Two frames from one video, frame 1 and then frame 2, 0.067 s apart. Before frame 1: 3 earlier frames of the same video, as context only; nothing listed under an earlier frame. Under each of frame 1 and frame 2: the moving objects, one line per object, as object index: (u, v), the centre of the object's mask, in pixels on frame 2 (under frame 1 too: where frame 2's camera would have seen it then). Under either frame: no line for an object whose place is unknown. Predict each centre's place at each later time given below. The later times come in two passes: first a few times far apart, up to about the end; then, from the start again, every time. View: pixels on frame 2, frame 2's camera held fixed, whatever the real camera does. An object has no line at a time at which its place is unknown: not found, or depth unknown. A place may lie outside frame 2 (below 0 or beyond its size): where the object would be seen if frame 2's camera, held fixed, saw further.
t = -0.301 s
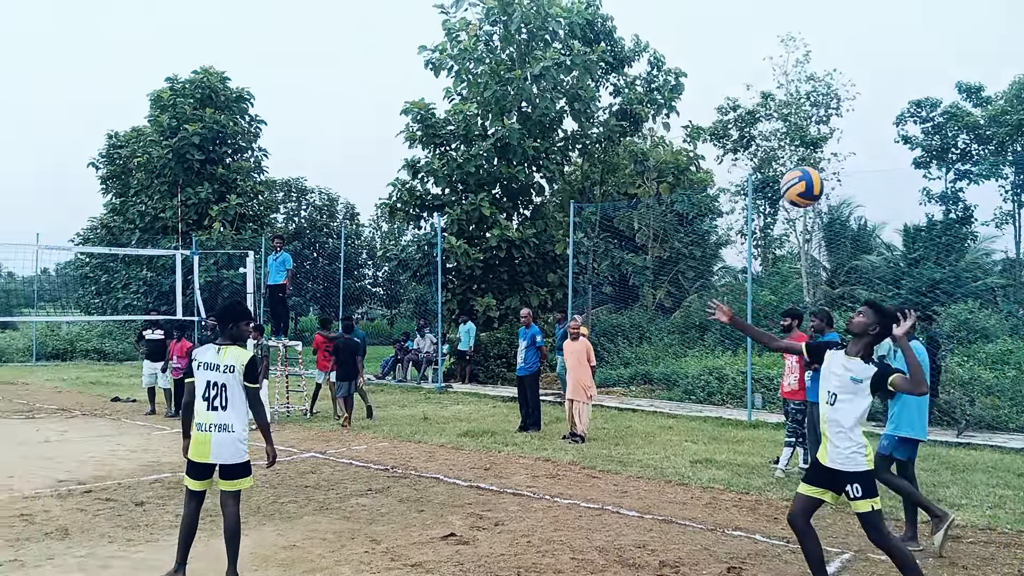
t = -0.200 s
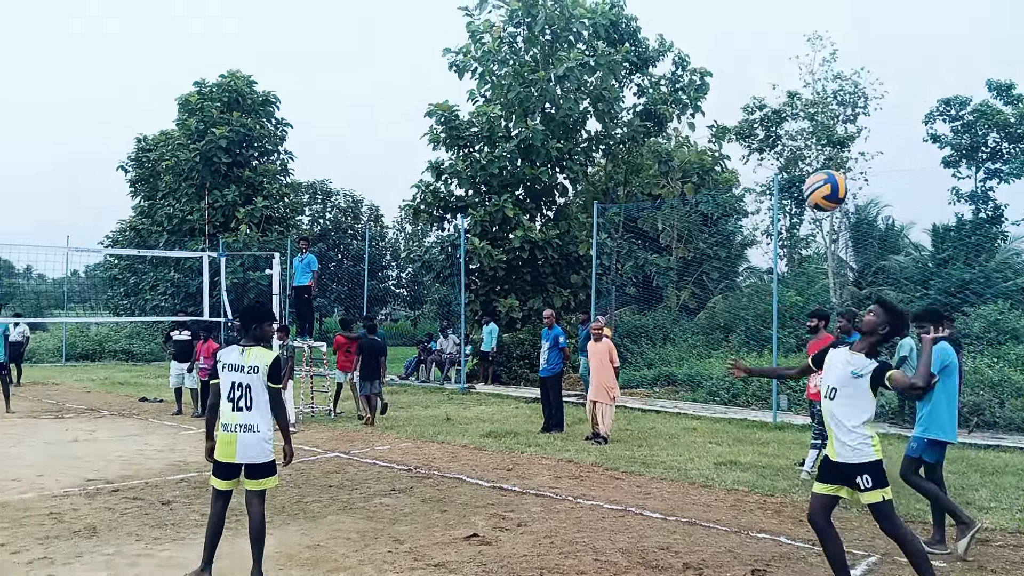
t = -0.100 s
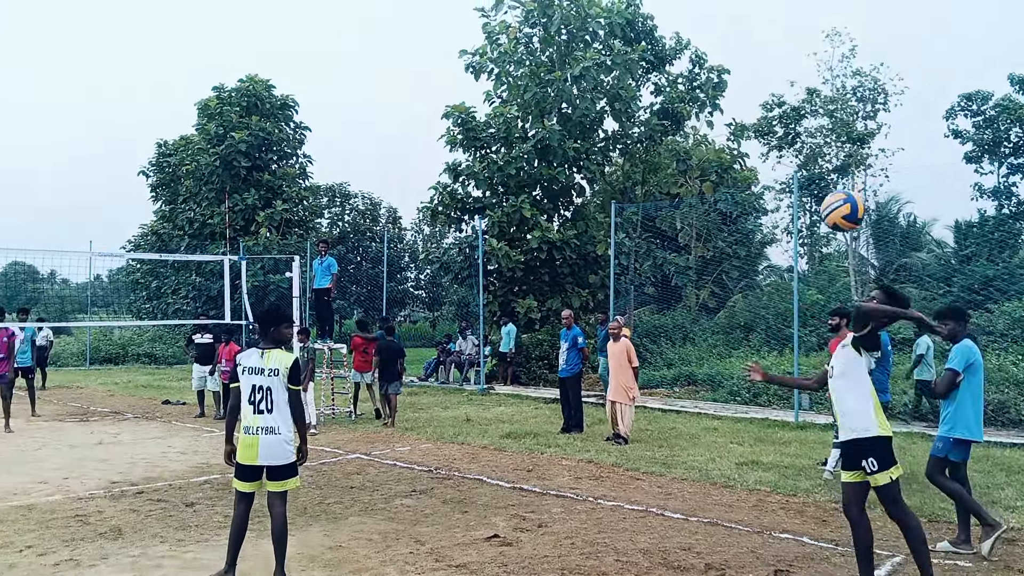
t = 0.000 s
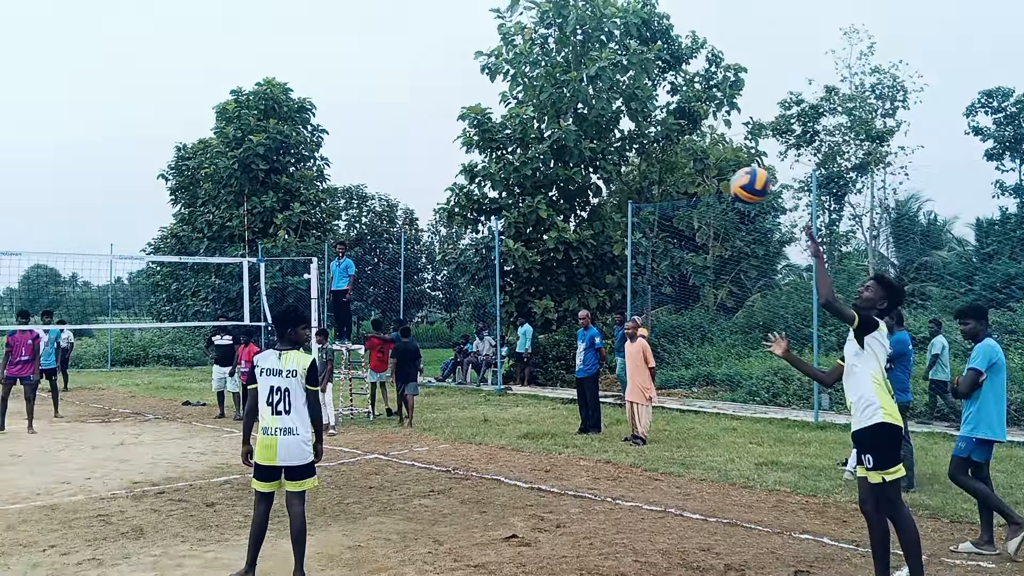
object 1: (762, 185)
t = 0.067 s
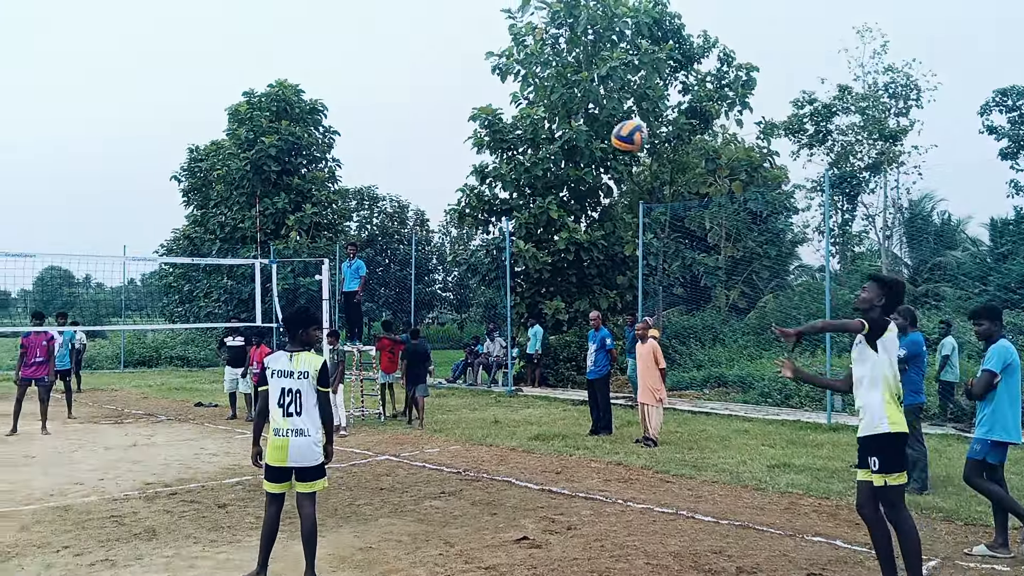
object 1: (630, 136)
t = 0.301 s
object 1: (325, 63)
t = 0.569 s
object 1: (134, 76)
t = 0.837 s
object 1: (17, 147)
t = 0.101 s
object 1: (572, 118)
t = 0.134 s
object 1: (521, 105)
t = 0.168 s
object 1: (474, 91)
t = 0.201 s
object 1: (432, 81)
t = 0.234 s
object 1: (394, 74)
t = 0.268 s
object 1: (358, 68)
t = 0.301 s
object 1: (325, 63)
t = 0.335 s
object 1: (295, 60)
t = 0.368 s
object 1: (267, 59)
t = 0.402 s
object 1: (240, 59)
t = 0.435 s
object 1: (216, 60)
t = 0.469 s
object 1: (194, 63)
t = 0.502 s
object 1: (173, 66)
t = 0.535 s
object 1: (153, 71)
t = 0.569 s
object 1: (134, 76)
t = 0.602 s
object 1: (117, 82)
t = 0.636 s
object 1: (100, 90)
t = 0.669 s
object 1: (84, 98)
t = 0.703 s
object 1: (69, 107)
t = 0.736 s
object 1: (54, 116)
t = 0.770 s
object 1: (41, 126)
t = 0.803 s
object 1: (28, 136)
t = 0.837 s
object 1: (17, 147)
